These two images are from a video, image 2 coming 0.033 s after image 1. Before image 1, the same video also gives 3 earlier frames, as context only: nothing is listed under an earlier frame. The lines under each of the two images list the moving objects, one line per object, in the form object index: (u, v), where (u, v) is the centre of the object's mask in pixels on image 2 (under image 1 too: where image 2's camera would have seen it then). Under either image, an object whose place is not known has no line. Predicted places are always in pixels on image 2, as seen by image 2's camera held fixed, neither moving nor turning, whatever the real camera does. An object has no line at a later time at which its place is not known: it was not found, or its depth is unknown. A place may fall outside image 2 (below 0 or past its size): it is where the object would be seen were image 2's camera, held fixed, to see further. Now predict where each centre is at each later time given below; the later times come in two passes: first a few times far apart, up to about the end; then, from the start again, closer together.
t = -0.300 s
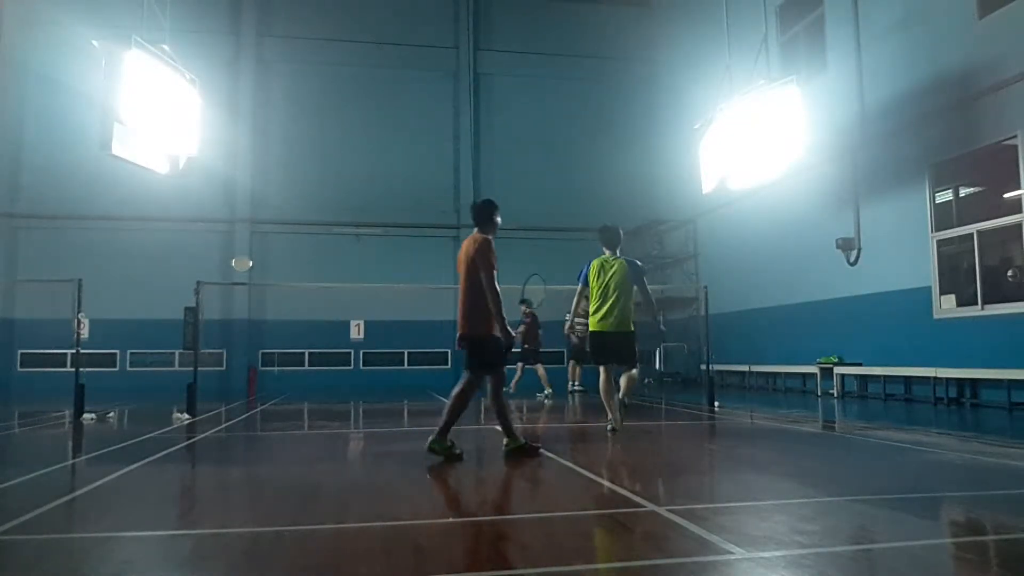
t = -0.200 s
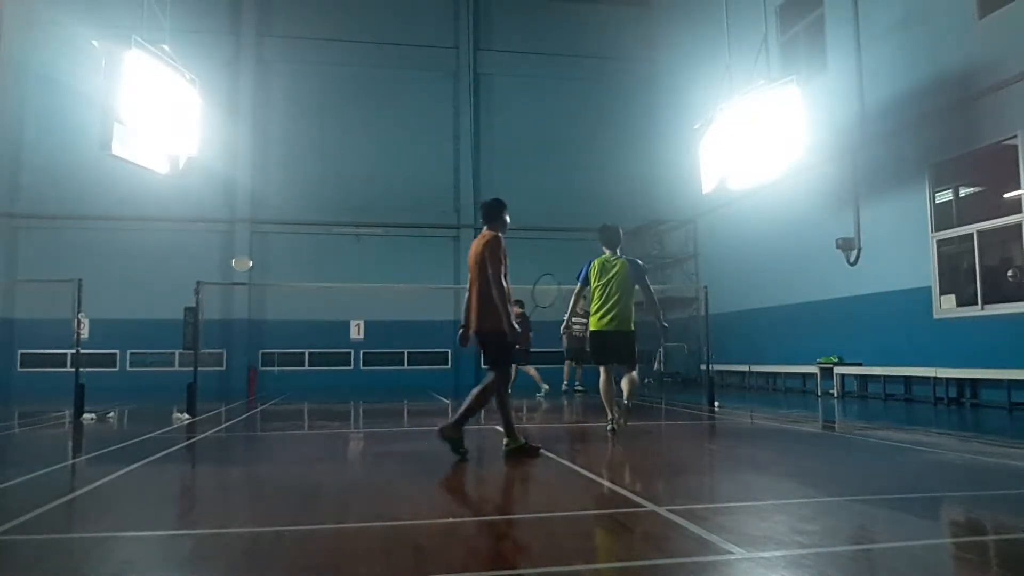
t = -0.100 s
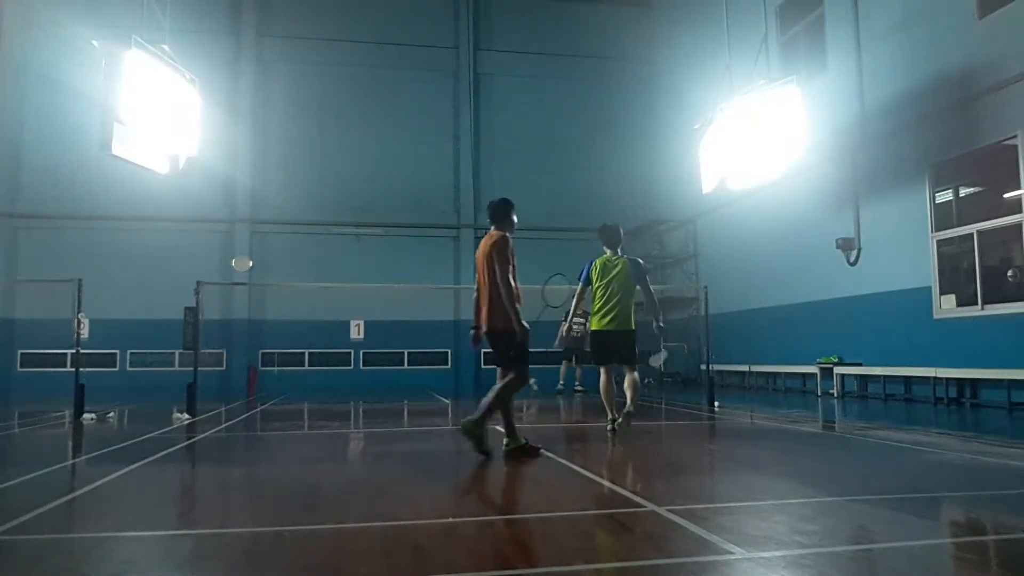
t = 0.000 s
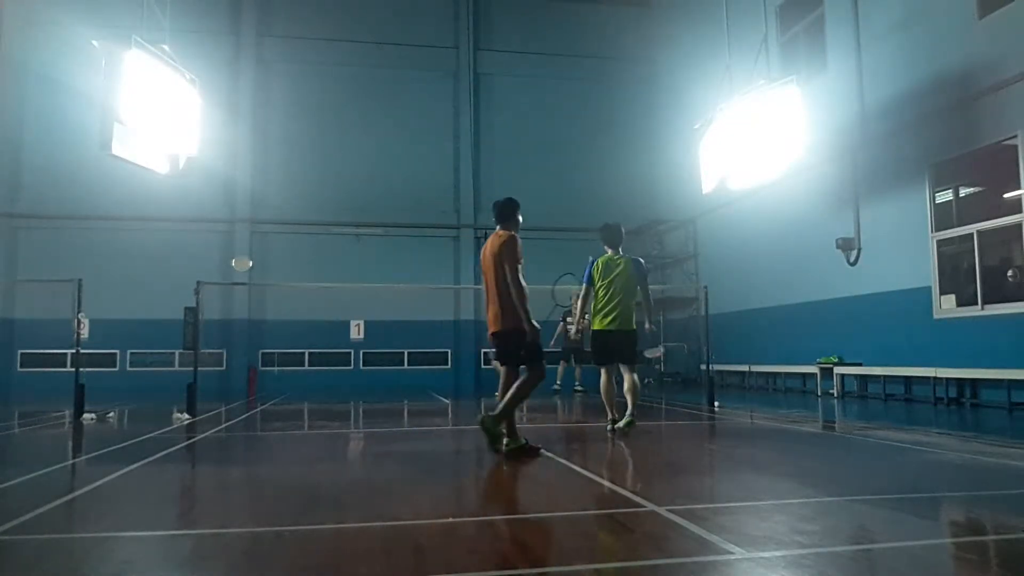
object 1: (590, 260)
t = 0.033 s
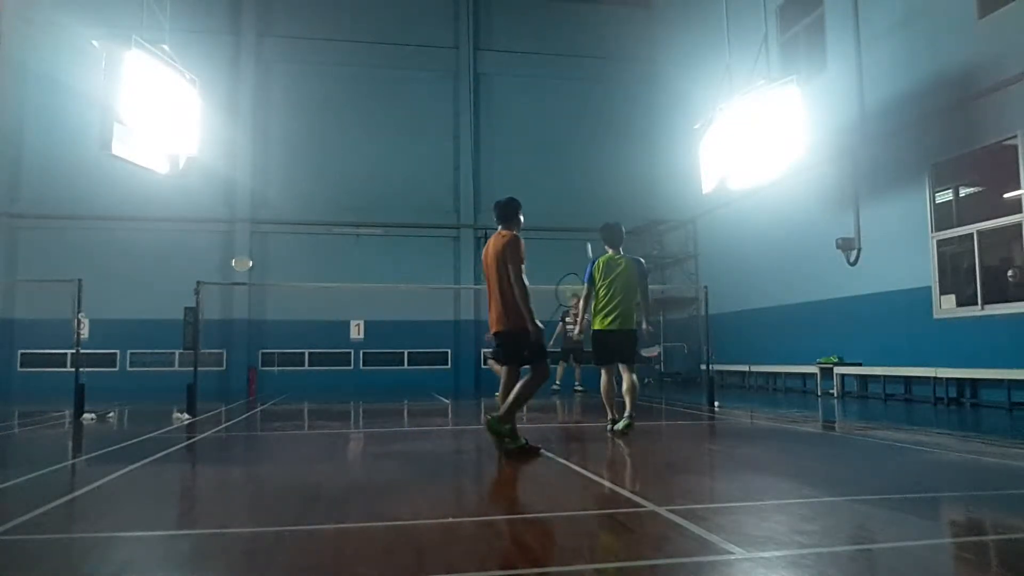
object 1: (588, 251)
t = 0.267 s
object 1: (577, 179)
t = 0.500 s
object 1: (566, 148)
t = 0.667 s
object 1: (557, 155)
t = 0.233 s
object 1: (578, 186)
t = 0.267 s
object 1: (577, 179)
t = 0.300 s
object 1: (575, 172)
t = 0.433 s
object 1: (569, 153)
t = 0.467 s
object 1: (567, 149)
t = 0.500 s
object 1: (566, 148)
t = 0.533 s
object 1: (564, 147)
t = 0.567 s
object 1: (562, 147)
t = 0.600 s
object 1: (560, 149)
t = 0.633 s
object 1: (559, 151)
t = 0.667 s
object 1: (557, 155)
